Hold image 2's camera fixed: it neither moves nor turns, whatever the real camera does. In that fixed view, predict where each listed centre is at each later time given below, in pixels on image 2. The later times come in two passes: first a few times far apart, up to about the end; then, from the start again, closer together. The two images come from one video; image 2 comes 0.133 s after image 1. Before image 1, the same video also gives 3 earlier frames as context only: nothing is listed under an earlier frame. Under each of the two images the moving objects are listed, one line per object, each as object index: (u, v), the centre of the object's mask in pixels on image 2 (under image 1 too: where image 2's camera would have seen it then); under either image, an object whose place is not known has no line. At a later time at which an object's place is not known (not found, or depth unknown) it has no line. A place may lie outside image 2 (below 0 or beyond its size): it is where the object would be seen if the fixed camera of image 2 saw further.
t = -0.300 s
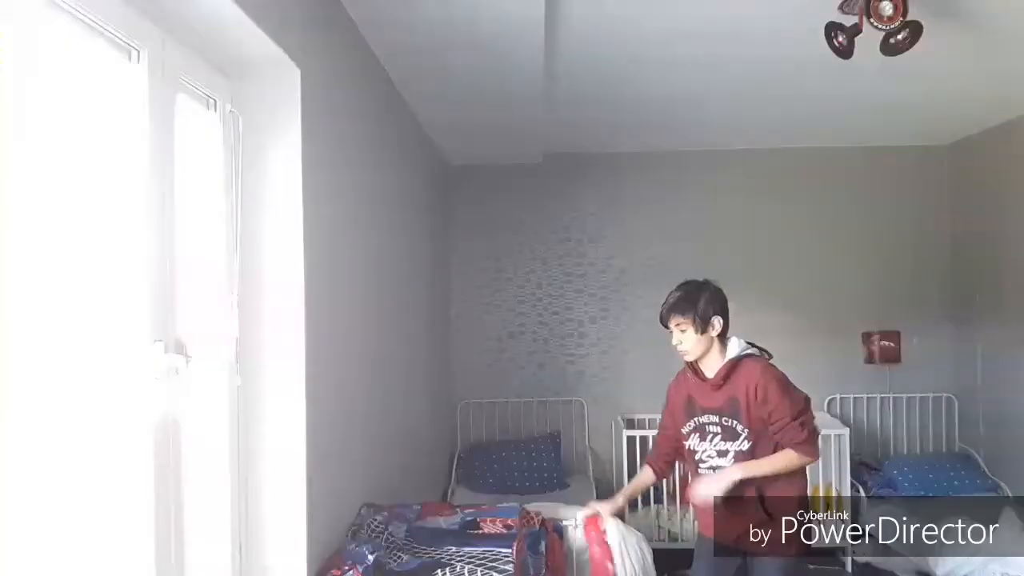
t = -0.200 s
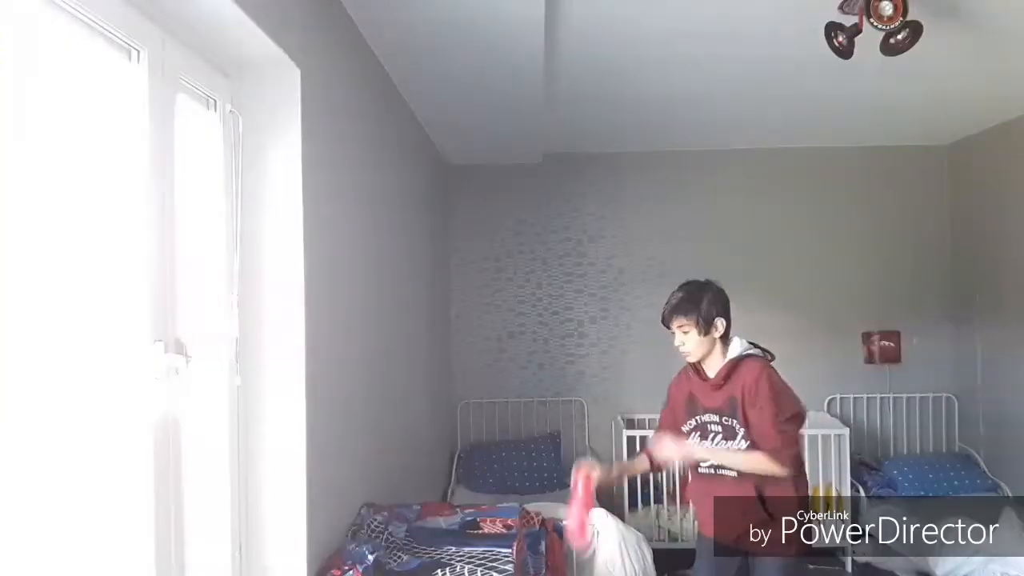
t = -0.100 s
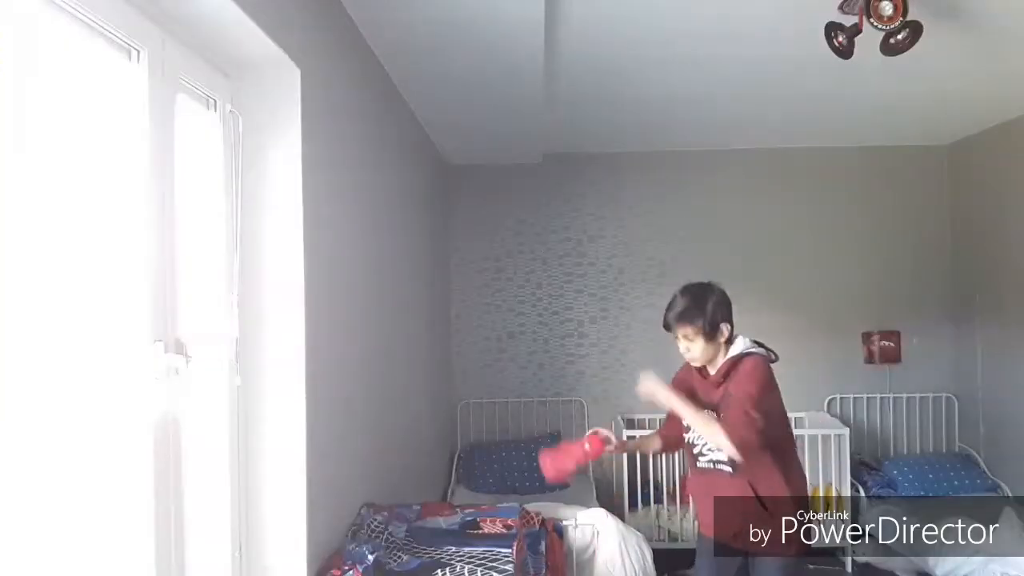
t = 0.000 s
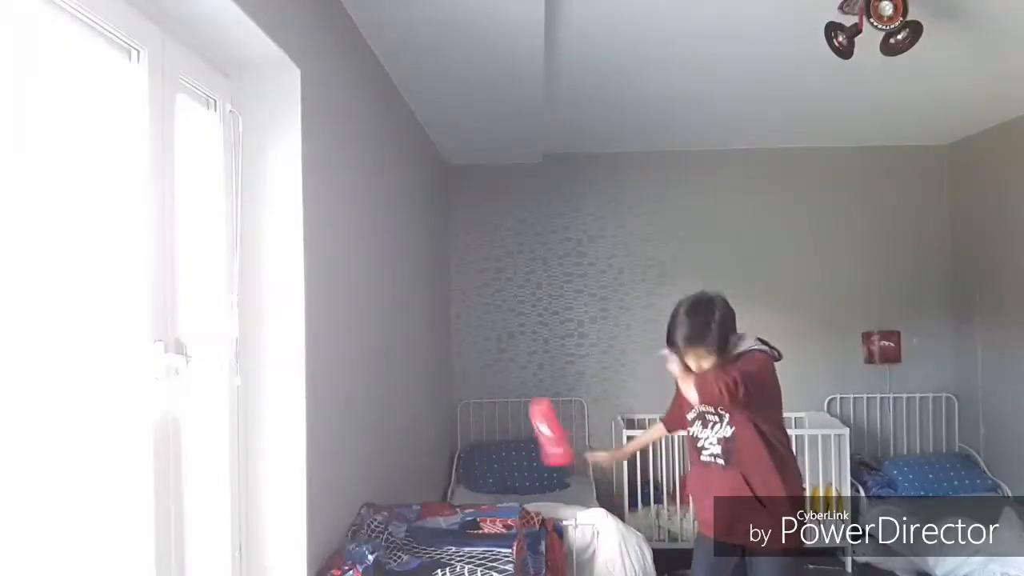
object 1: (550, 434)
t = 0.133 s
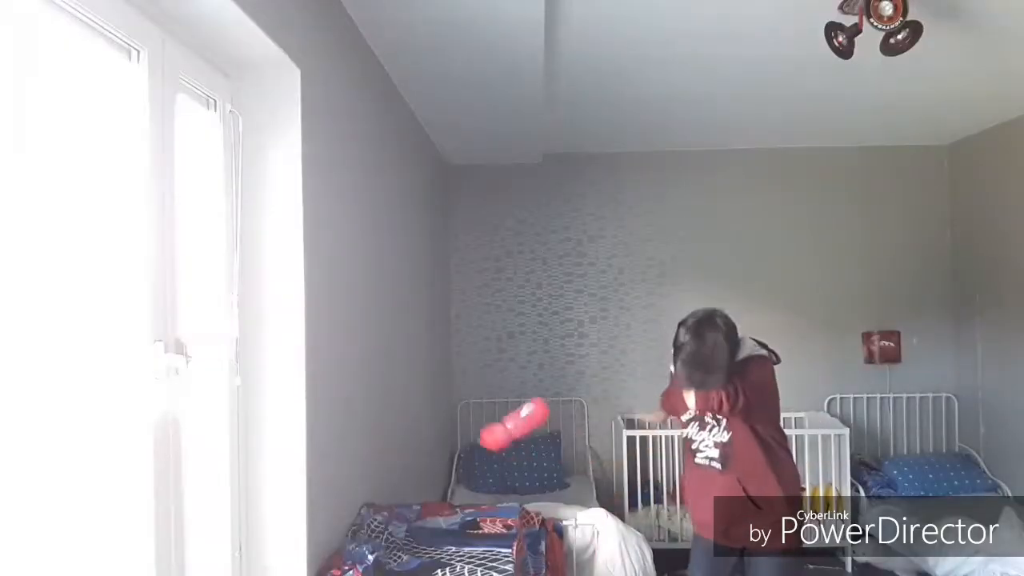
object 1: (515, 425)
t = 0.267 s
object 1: (499, 469)
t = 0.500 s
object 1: (492, 508)
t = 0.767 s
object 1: (493, 509)
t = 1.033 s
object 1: (493, 509)
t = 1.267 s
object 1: (493, 509)
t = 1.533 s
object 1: (493, 509)
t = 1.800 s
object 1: (493, 509)
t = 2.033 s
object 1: (493, 509)
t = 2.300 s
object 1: (493, 509)
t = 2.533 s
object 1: (493, 509)
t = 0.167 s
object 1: (511, 429)
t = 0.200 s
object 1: (508, 438)
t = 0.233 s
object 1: (503, 451)
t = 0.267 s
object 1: (499, 469)
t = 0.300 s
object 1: (496, 489)
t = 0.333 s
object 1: (494, 509)
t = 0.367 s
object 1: (493, 509)
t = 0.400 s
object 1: (493, 509)
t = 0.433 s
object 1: (493, 508)
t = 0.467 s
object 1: (493, 508)
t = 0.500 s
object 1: (492, 508)
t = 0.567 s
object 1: (492, 508)
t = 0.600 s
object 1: (492, 509)
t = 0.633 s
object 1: (493, 509)
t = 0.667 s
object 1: (494, 509)
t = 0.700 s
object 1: (494, 509)
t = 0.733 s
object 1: (493, 509)
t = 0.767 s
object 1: (493, 509)
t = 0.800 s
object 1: (493, 509)
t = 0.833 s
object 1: (493, 509)
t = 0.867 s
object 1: (493, 509)
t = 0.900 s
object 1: (493, 509)
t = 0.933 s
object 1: (493, 509)
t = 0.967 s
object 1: (493, 509)
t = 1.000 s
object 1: (493, 509)
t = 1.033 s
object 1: (493, 509)
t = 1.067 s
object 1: (493, 509)
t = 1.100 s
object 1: (493, 509)
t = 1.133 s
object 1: (493, 509)
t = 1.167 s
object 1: (493, 509)
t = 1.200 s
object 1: (493, 509)
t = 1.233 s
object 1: (493, 509)
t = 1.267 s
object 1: (493, 509)
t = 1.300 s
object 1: (493, 509)
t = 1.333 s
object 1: (493, 509)
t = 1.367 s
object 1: (493, 509)
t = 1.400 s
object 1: (493, 509)
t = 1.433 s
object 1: (493, 509)
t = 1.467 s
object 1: (493, 509)
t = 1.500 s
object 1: (493, 509)
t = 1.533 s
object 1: (493, 509)
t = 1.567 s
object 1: (493, 509)
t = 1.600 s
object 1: (493, 509)
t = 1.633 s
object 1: (493, 509)
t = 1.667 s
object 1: (493, 509)
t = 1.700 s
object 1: (493, 509)
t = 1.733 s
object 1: (493, 509)
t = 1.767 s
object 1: (493, 509)
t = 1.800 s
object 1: (493, 509)
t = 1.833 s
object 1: (493, 509)
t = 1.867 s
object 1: (493, 509)
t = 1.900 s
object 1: (493, 509)
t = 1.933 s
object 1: (493, 509)
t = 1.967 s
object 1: (493, 509)
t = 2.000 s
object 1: (493, 509)
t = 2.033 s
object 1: (493, 509)
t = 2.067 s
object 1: (493, 509)
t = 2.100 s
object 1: (493, 509)
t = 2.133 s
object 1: (493, 509)
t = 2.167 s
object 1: (493, 509)
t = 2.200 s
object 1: (493, 509)
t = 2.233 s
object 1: (493, 509)
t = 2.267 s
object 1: (493, 509)
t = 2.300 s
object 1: (493, 509)
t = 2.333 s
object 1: (493, 509)
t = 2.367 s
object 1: (493, 509)
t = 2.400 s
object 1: (493, 509)
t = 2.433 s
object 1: (493, 509)
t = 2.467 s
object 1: (493, 509)
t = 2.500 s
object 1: (493, 509)
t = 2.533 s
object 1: (493, 509)
